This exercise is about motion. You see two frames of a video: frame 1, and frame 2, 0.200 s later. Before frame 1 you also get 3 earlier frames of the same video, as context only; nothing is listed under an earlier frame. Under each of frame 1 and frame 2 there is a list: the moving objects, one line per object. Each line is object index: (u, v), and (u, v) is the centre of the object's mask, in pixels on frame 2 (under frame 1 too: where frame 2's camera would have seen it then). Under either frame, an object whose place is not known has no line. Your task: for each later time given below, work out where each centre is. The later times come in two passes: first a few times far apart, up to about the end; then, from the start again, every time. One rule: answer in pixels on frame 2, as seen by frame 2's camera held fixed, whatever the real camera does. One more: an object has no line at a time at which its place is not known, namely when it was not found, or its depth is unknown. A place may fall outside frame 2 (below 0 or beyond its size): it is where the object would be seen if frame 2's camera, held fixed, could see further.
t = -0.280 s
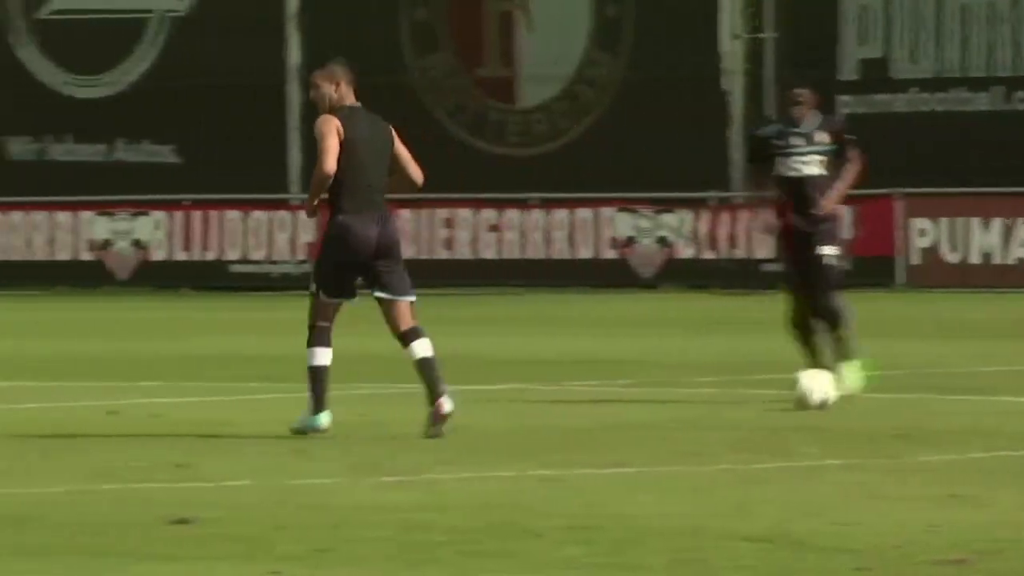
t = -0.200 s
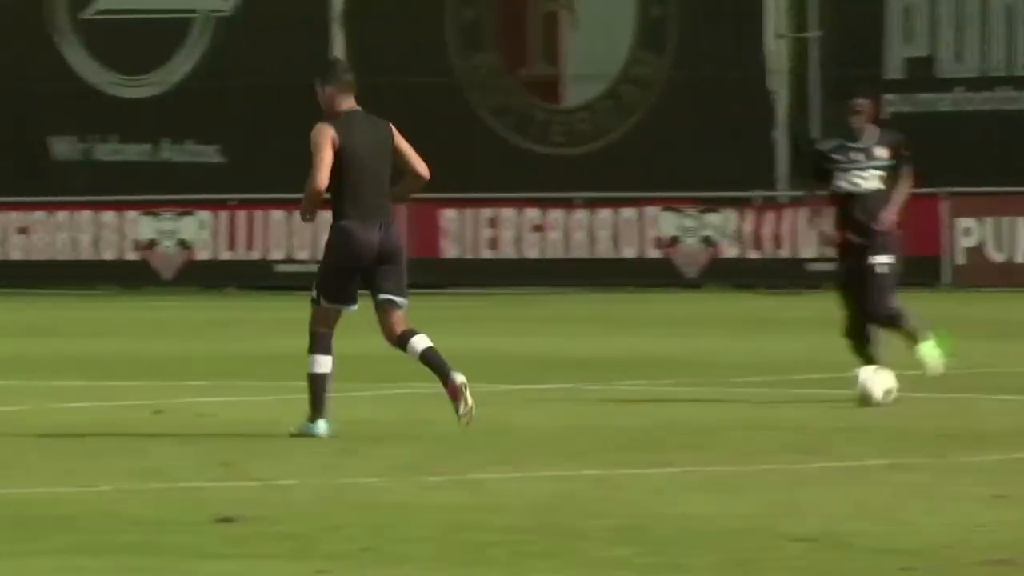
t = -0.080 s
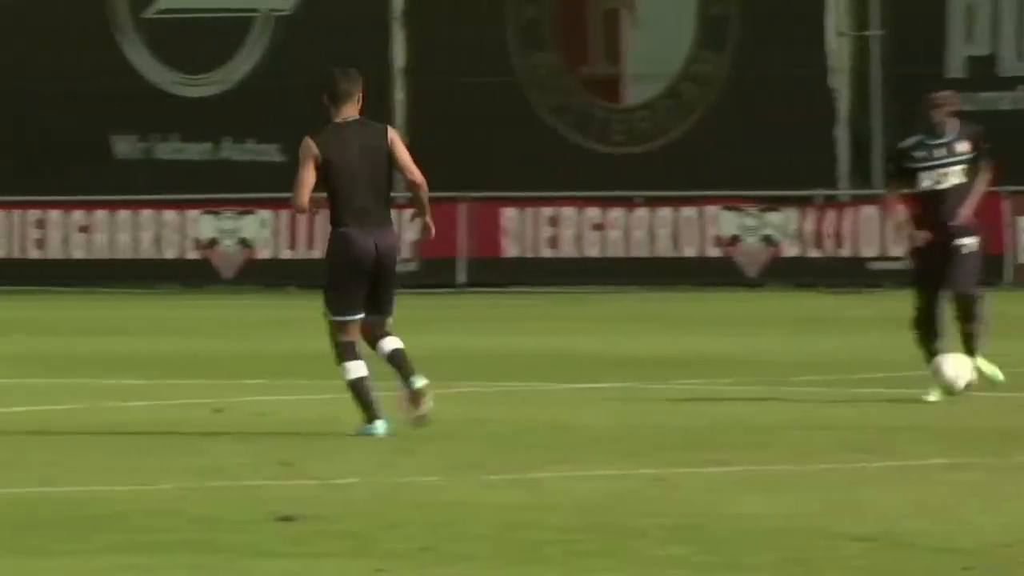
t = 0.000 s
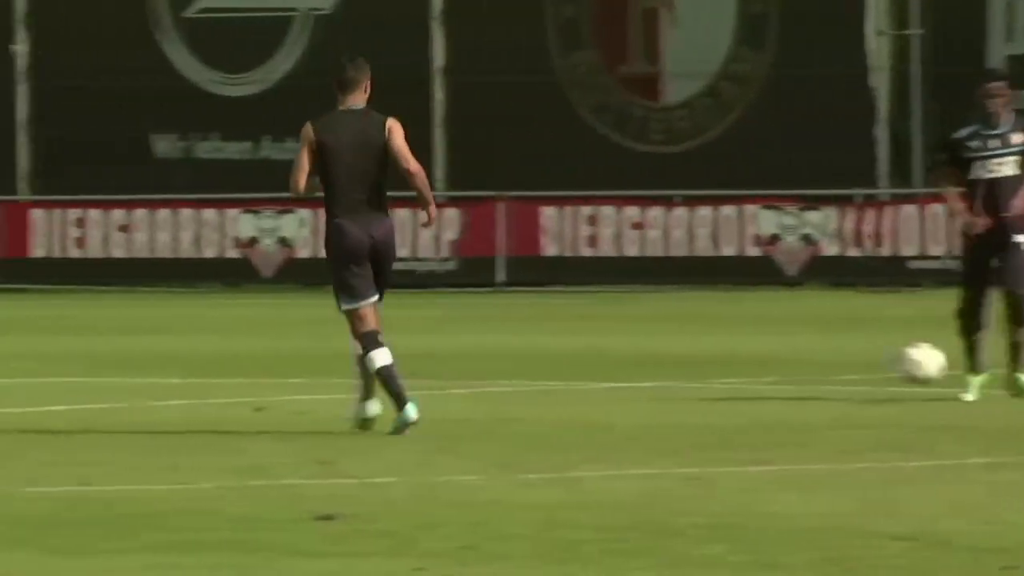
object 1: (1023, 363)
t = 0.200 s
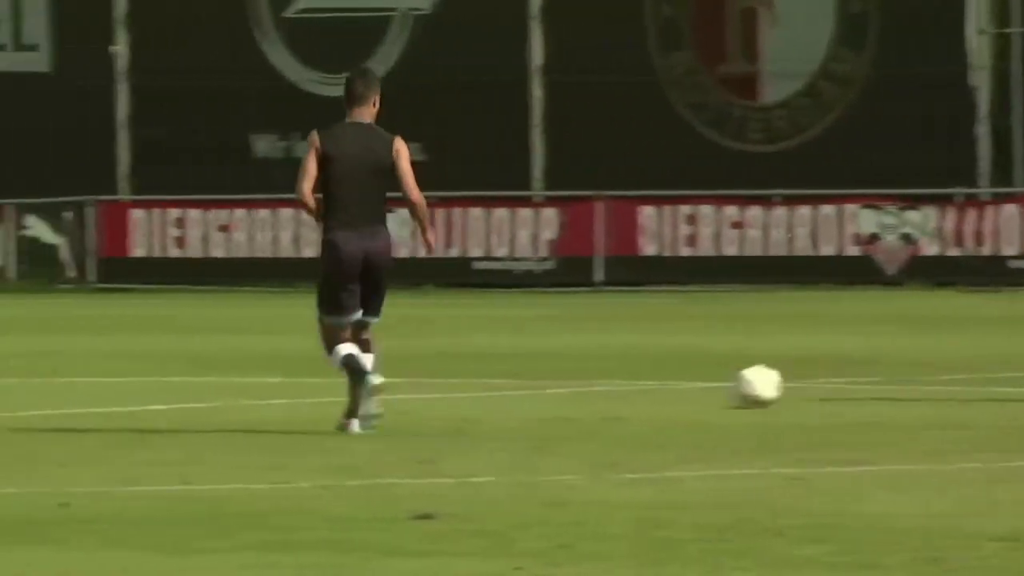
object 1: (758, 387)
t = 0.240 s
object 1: (714, 382)
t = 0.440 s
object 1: (527, 366)
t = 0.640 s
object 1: (345, 389)
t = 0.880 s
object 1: (143, 396)
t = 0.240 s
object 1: (714, 382)
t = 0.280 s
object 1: (675, 372)
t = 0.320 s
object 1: (639, 366)
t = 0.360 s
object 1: (602, 363)
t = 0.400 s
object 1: (565, 362)
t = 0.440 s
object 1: (527, 366)
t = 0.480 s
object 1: (489, 370)
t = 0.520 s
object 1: (453, 378)
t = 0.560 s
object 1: (413, 391)
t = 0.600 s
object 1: (378, 394)
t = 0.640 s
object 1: (345, 389)
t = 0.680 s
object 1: (312, 388)
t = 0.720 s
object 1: (280, 390)
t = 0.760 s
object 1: (244, 395)
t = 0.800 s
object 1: (210, 401)
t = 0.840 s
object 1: (177, 398)
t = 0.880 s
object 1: (143, 396)
